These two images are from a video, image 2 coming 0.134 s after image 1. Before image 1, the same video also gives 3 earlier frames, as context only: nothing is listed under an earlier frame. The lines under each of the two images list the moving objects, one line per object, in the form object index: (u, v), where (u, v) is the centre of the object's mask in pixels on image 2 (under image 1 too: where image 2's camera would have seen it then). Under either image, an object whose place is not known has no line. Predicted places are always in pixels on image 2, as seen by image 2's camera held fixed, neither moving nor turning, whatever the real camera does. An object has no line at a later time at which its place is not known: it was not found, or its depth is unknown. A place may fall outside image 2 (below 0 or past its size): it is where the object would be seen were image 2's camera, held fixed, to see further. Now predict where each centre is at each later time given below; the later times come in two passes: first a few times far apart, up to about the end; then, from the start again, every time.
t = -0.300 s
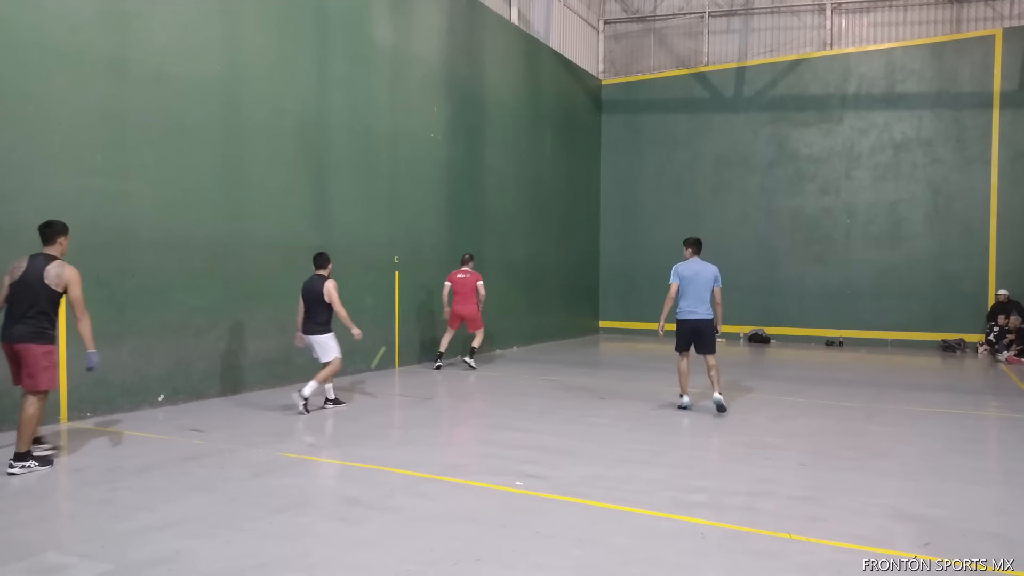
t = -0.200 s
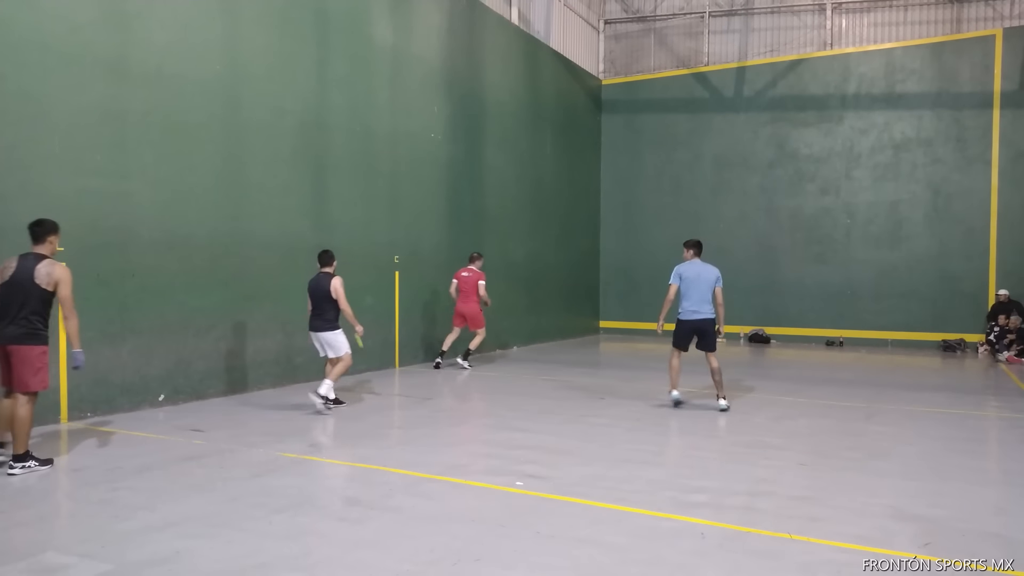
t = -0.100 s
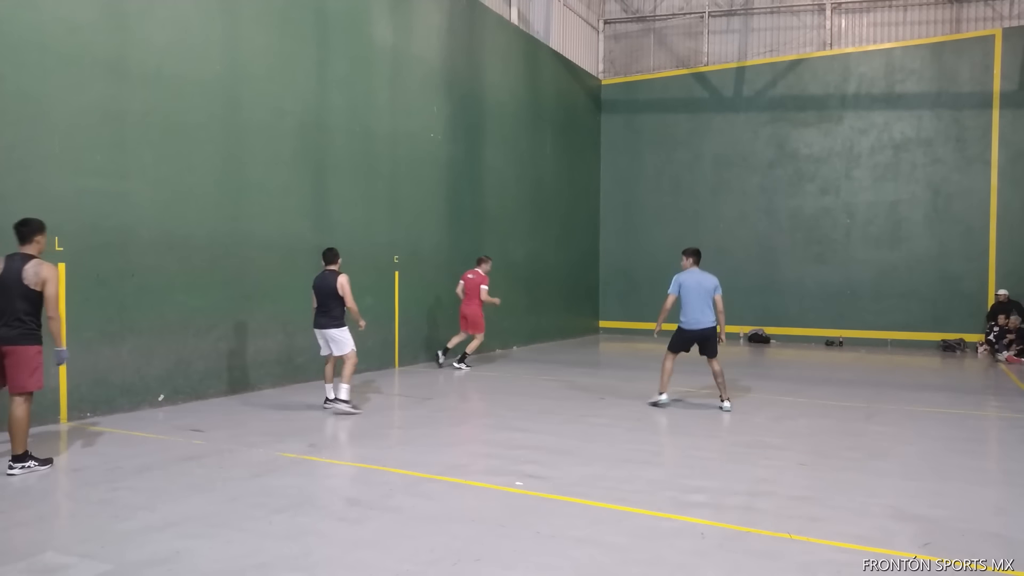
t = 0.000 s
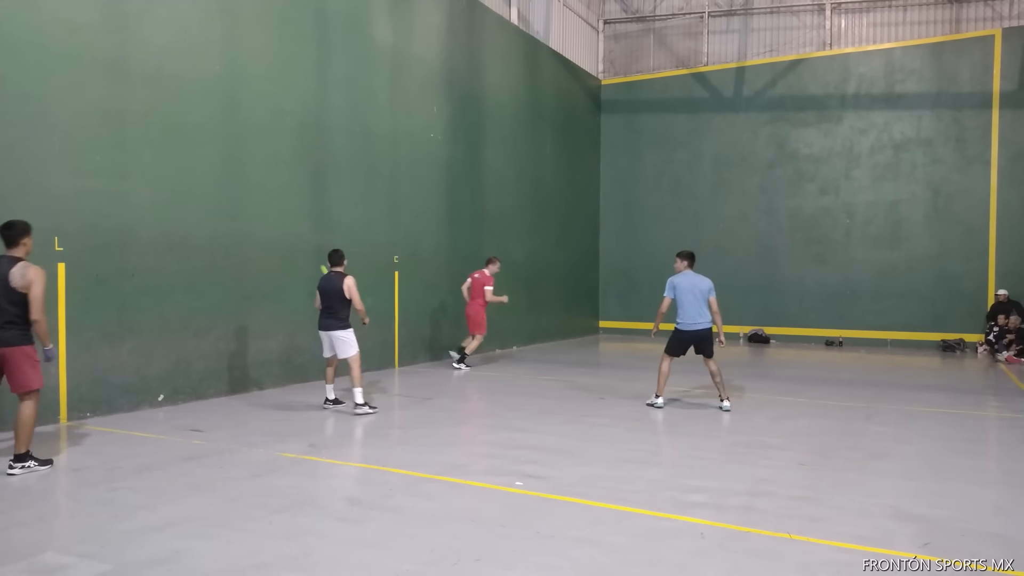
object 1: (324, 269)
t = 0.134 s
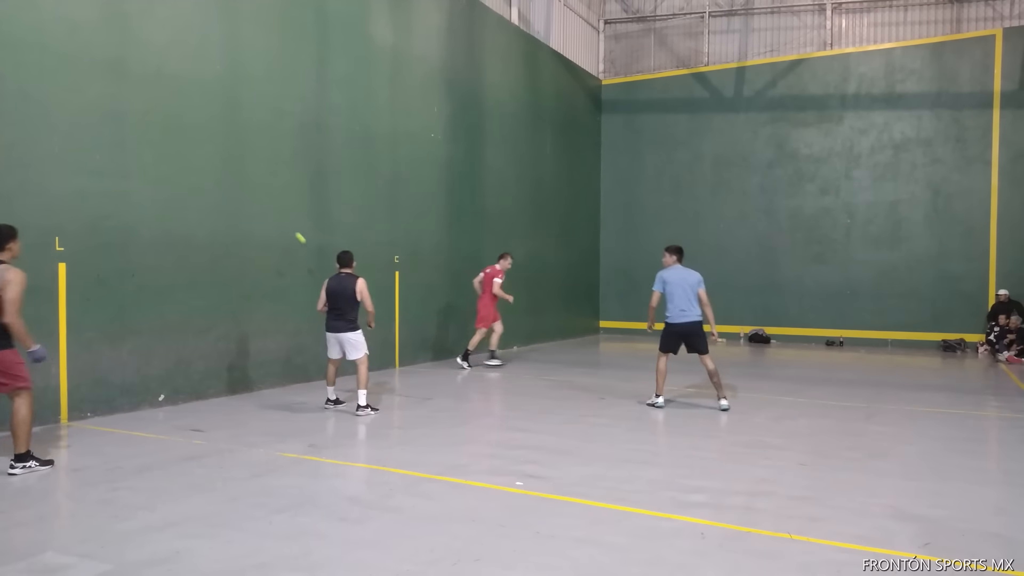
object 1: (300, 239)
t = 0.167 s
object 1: (293, 232)
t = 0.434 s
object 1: (230, 207)
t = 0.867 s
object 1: (88, 334)
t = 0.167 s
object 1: (293, 232)
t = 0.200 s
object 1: (285, 225)
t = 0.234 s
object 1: (279, 220)
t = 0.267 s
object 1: (271, 216)
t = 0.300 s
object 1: (264, 212)
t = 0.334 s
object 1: (255, 209)
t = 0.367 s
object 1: (248, 208)
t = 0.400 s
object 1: (239, 207)
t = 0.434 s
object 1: (230, 207)
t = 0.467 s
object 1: (221, 209)
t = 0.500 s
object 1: (212, 211)
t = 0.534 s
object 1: (203, 215)
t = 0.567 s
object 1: (193, 220)
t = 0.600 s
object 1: (182, 226)
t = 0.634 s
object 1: (172, 234)
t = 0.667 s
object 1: (161, 243)
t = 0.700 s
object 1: (150, 254)
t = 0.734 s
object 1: (138, 266)
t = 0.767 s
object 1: (126, 280)
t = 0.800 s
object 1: (114, 296)
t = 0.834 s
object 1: (101, 314)
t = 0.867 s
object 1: (88, 334)
